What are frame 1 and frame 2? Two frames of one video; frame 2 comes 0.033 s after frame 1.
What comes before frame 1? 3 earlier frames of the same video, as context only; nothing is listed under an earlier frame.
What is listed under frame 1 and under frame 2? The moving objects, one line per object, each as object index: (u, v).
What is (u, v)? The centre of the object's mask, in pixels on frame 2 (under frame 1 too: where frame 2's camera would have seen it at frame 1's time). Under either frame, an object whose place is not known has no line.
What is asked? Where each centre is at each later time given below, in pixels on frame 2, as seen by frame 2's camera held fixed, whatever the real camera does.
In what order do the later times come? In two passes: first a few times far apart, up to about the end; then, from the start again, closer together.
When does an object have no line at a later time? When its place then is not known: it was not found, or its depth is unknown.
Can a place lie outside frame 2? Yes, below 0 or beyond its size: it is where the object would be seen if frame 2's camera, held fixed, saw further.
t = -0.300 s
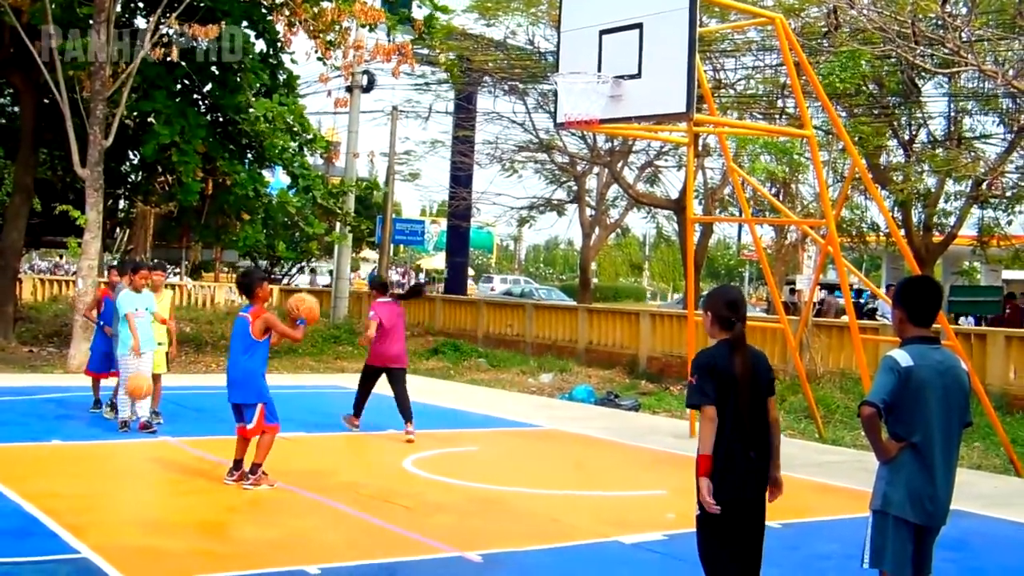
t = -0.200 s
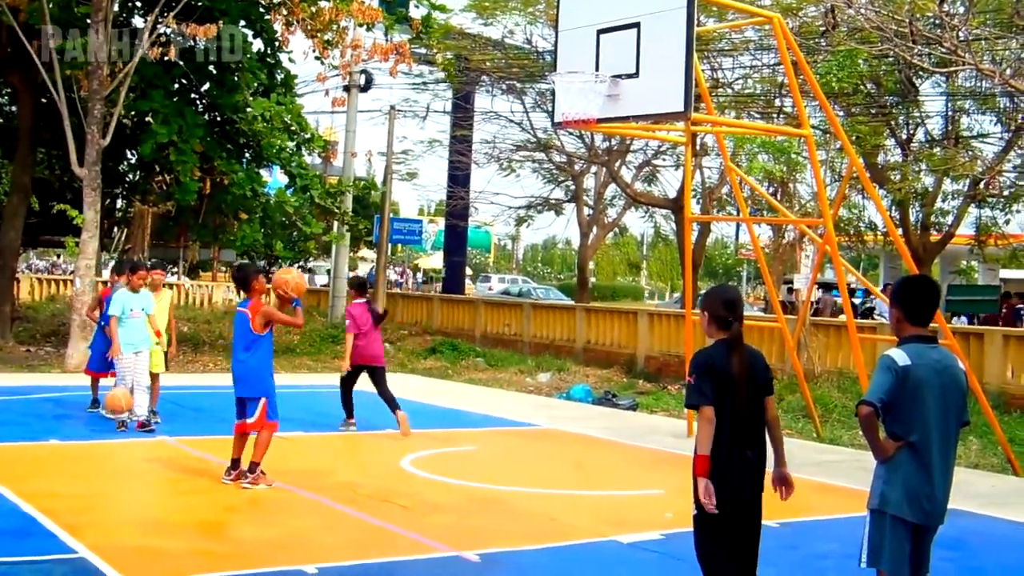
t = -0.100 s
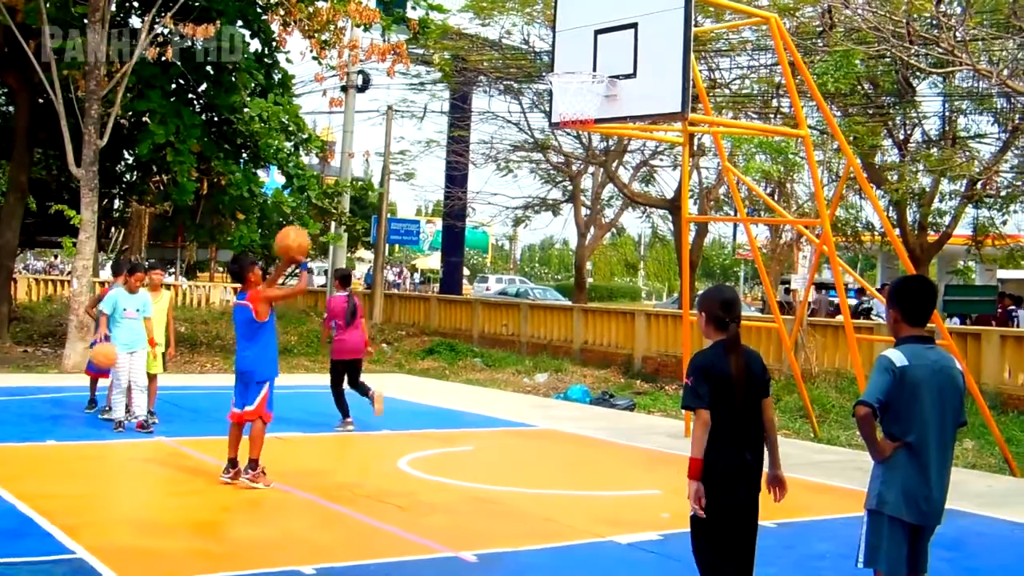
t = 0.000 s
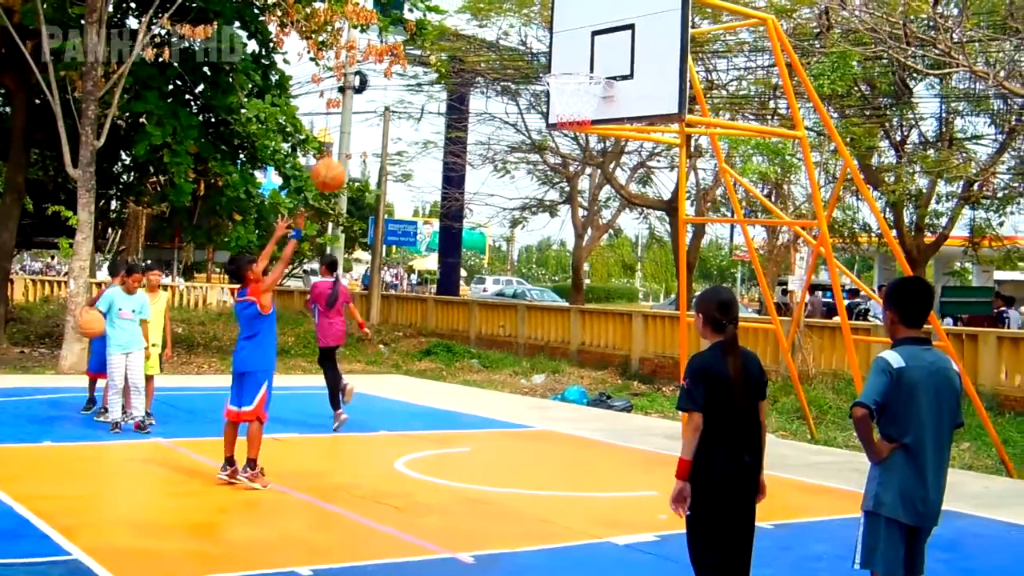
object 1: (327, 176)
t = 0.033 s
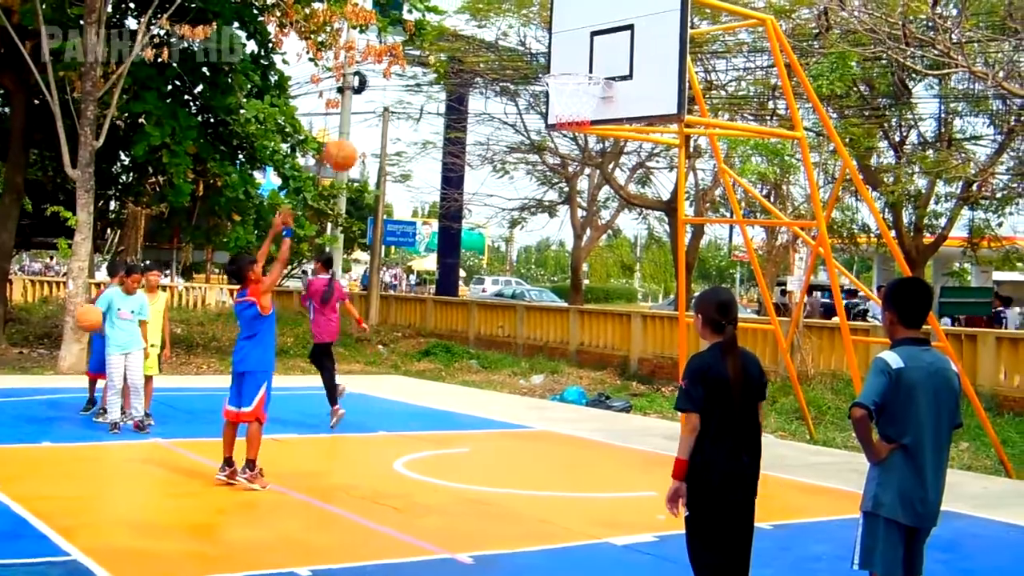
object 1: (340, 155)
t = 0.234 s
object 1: (417, 66)
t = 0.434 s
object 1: (486, 36)
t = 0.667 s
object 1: (555, 58)
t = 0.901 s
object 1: (585, 62)
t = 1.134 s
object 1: (565, 77)
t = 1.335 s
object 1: (577, 102)
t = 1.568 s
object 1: (586, 140)
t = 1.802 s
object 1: (588, 244)
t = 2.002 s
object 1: (589, 388)
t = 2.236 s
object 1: (591, 359)
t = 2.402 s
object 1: (594, 287)
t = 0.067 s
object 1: (354, 136)
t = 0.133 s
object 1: (379, 104)
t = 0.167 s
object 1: (392, 89)
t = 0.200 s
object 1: (404, 77)
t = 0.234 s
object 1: (417, 66)
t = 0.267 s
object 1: (429, 57)
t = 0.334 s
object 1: (452, 45)
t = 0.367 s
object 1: (464, 40)
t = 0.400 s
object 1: (474, 37)
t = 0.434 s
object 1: (486, 36)
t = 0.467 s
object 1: (496, 35)
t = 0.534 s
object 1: (518, 40)
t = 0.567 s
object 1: (528, 45)
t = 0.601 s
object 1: (538, 50)
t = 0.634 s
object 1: (549, 57)
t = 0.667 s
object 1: (555, 58)
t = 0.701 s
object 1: (559, 55)
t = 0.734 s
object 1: (564, 52)
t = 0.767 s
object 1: (568, 52)
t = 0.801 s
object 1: (573, 53)
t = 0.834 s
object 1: (577, 55)
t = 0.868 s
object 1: (581, 58)
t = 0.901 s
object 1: (585, 62)
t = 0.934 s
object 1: (589, 65)
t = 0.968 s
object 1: (586, 70)
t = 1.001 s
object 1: (581, 65)
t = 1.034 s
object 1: (575, 70)
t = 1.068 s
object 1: (570, 73)
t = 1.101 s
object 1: (565, 76)
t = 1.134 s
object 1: (565, 77)
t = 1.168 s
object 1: (567, 78)
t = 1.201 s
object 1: (569, 80)
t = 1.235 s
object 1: (571, 84)
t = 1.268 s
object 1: (573, 89)
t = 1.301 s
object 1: (575, 95)
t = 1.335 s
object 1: (577, 102)
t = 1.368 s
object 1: (579, 105)
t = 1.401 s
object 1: (581, 109)
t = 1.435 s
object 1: (582, 113)
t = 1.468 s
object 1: (583, 118)
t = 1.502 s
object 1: (584, 123)
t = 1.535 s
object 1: (585, 130)
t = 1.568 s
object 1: (586, 140)
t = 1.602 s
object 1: (586, 150)
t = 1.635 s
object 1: (587, 163)
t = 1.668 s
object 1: (587, 176)
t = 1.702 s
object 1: (587, 192)
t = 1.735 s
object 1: (587, 208)
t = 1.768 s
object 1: (589, 225)
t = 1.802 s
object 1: (588, 244)
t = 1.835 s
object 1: (588, 264)
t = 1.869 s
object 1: (588, 287)
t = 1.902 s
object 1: (588, 309)
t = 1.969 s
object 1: (589, 360)
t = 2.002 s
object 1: (589, 388)
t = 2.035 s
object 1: (588, 416)
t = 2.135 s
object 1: (588, 420)
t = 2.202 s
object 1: (591, 378)
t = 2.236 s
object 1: (591, 359)
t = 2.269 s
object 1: (592, 343)
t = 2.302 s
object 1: (592, 326)
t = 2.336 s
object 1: (592, 312)
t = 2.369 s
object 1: (593, 298)
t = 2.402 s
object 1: (594, 287)
